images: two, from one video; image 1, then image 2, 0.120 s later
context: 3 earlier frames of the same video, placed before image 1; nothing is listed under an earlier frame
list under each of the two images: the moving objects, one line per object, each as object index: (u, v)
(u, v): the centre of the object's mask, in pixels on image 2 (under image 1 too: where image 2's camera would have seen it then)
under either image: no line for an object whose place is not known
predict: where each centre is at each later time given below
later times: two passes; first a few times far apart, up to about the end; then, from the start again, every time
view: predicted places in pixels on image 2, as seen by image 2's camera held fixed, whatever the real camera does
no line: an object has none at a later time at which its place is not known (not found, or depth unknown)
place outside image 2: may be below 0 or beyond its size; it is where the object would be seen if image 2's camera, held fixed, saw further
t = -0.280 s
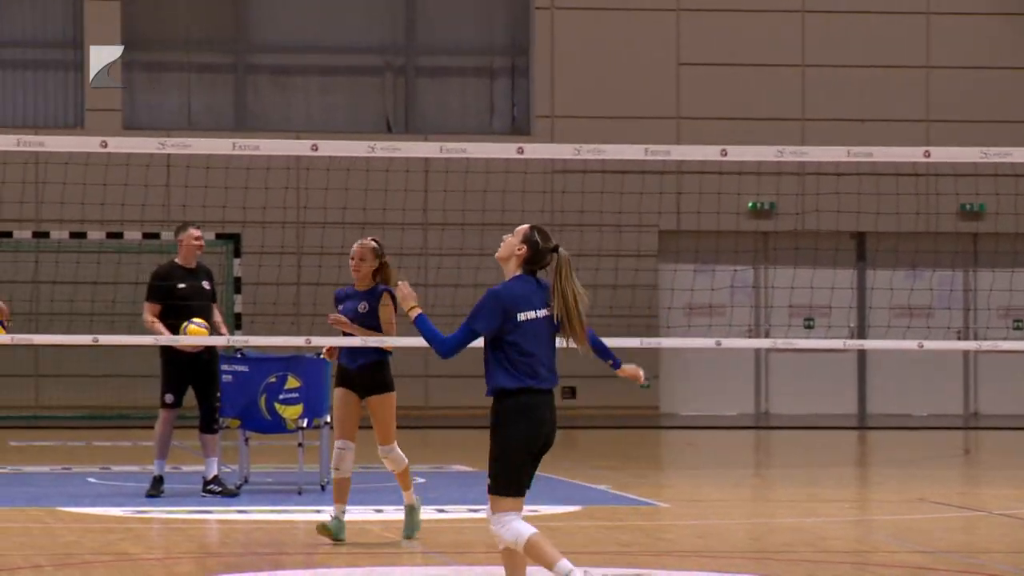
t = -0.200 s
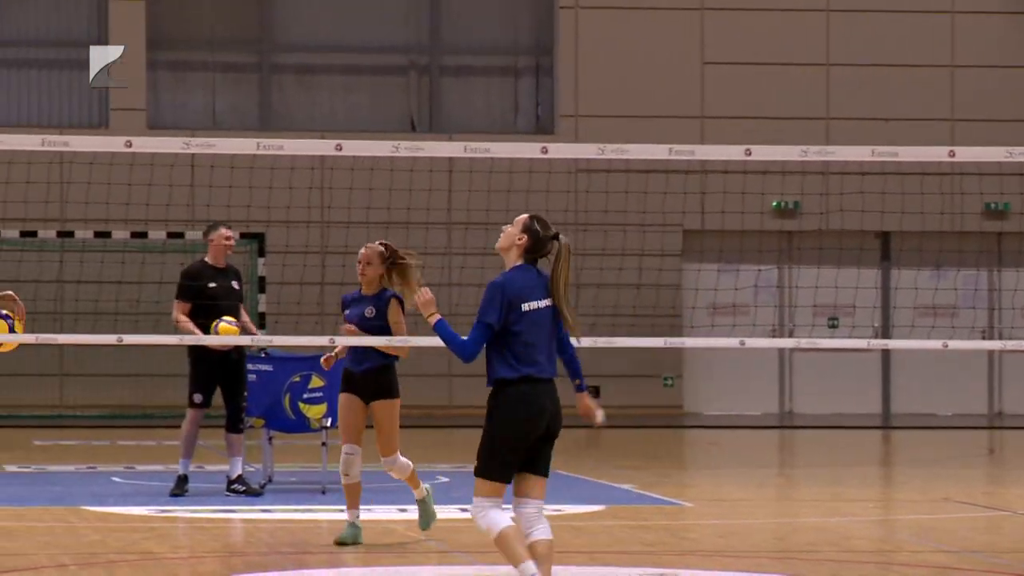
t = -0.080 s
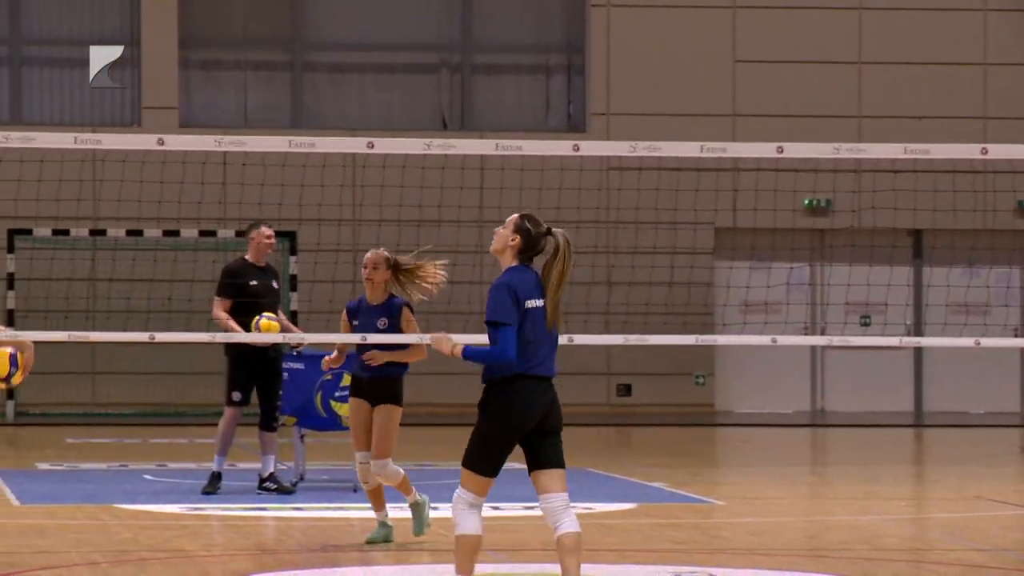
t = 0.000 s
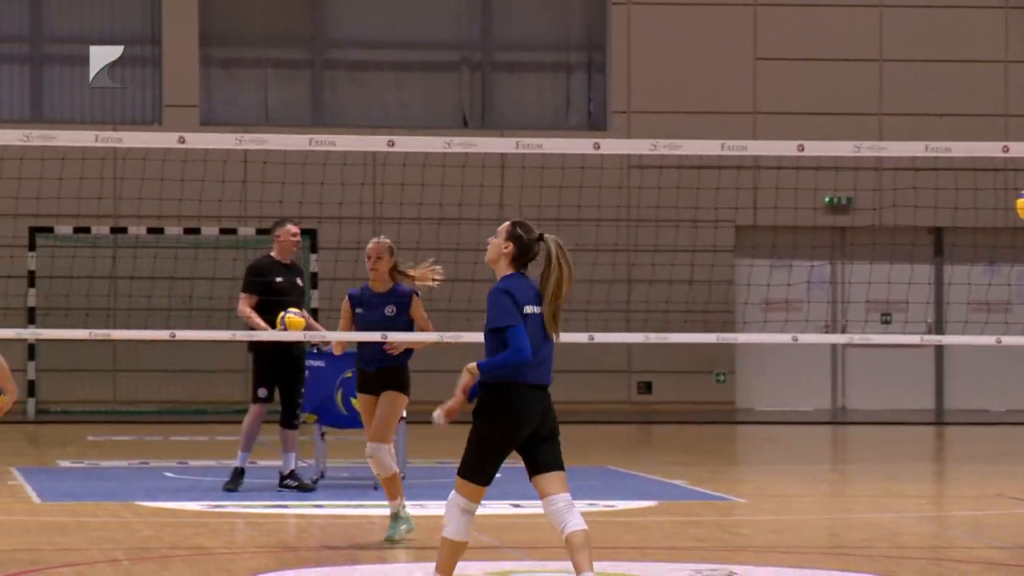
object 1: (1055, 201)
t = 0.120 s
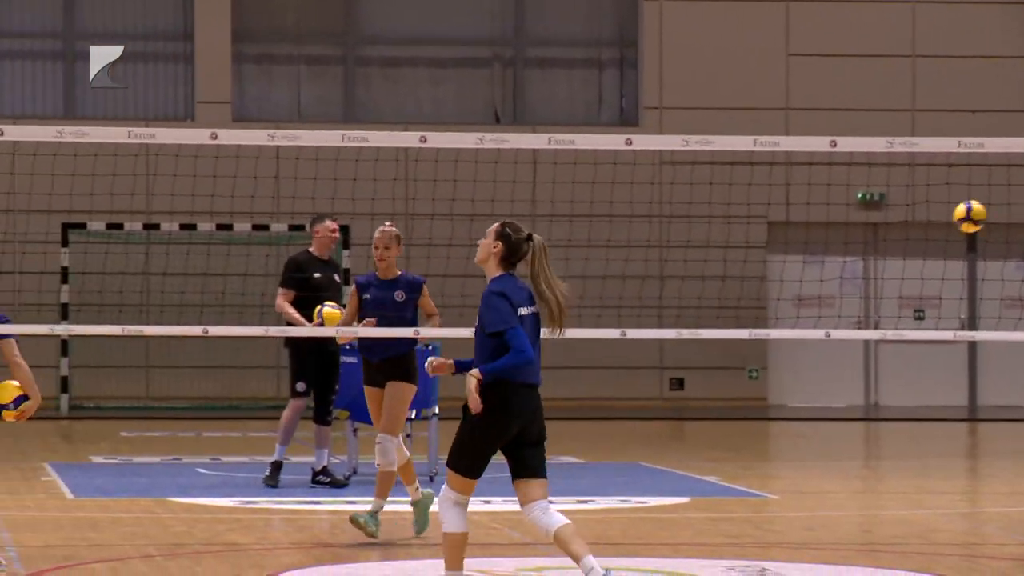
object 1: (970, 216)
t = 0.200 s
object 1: (908, 238)
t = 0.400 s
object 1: (761, 326)
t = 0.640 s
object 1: (611, 472)
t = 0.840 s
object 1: (555, 372)
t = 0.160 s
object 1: (938, 226)
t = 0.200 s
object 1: (908, 238)
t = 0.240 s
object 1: (878, 251)
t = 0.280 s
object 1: (849, 266)
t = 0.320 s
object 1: (819, 285)
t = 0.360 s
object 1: (791, 305)
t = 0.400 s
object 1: (761, 326)
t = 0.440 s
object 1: (735, 354)
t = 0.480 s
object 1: (708, 379)
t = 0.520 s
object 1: (681, 406)
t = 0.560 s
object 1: (656, 437)
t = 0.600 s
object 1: (630, 469)
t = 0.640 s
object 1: (611, 472)
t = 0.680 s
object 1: (599, 446)
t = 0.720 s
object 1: (589, 427)
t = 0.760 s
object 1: (577, 406)
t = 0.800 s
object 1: (566, 387)
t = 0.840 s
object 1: (555, 372)
